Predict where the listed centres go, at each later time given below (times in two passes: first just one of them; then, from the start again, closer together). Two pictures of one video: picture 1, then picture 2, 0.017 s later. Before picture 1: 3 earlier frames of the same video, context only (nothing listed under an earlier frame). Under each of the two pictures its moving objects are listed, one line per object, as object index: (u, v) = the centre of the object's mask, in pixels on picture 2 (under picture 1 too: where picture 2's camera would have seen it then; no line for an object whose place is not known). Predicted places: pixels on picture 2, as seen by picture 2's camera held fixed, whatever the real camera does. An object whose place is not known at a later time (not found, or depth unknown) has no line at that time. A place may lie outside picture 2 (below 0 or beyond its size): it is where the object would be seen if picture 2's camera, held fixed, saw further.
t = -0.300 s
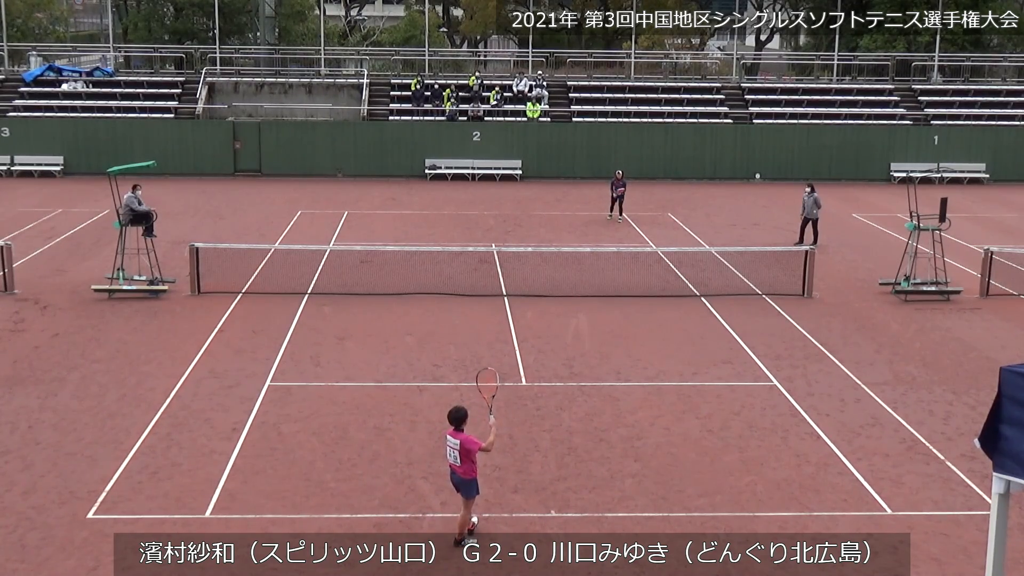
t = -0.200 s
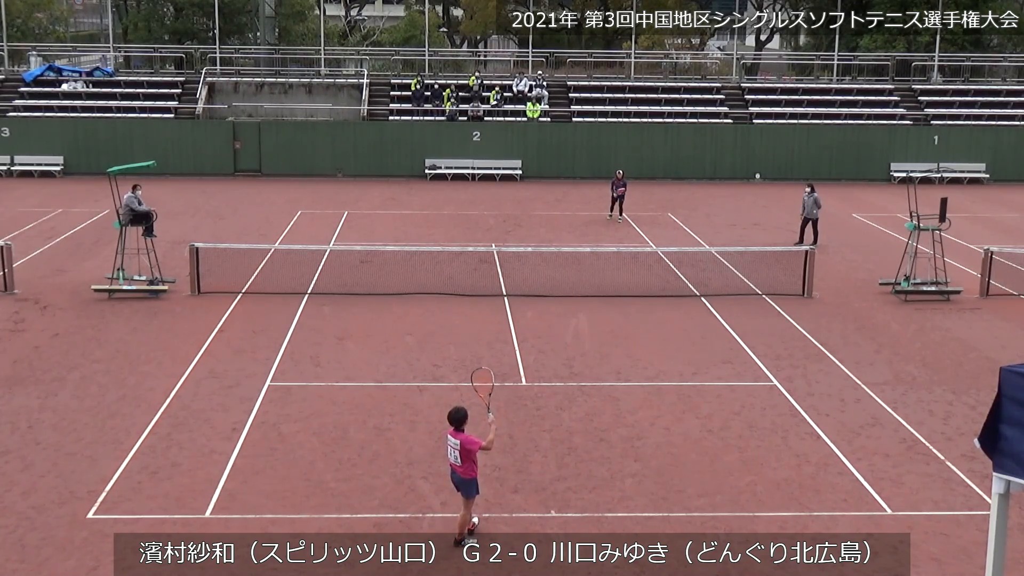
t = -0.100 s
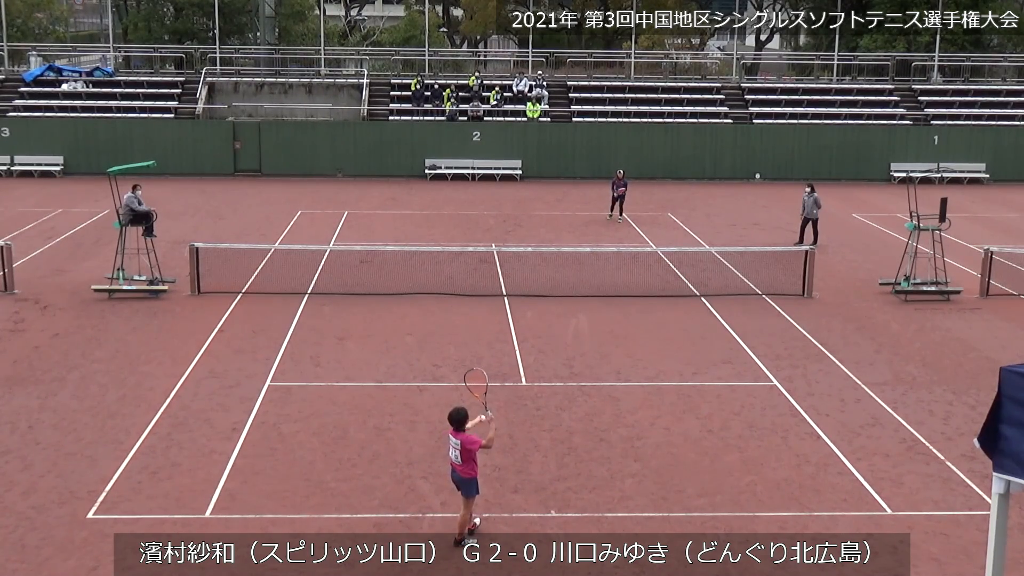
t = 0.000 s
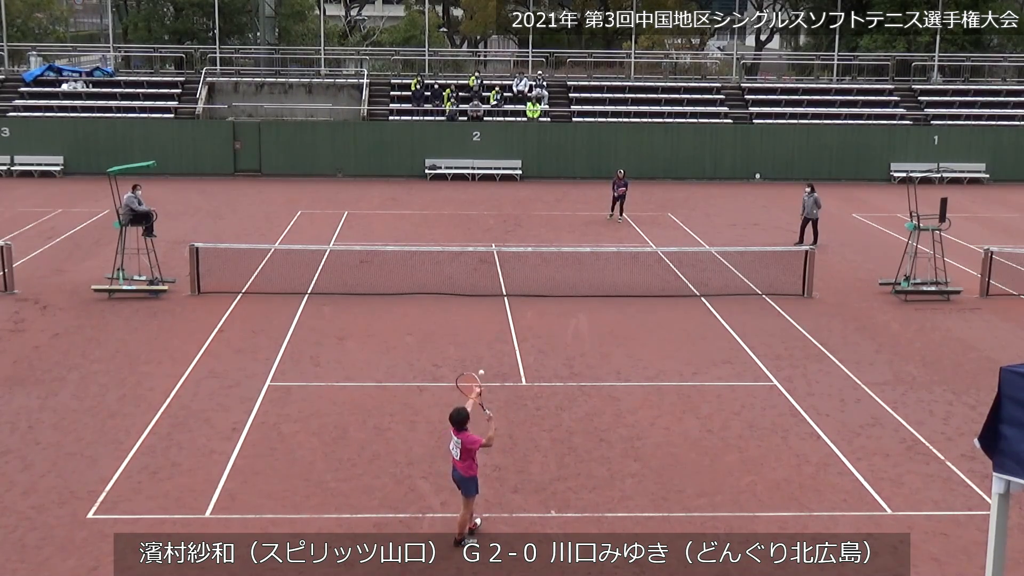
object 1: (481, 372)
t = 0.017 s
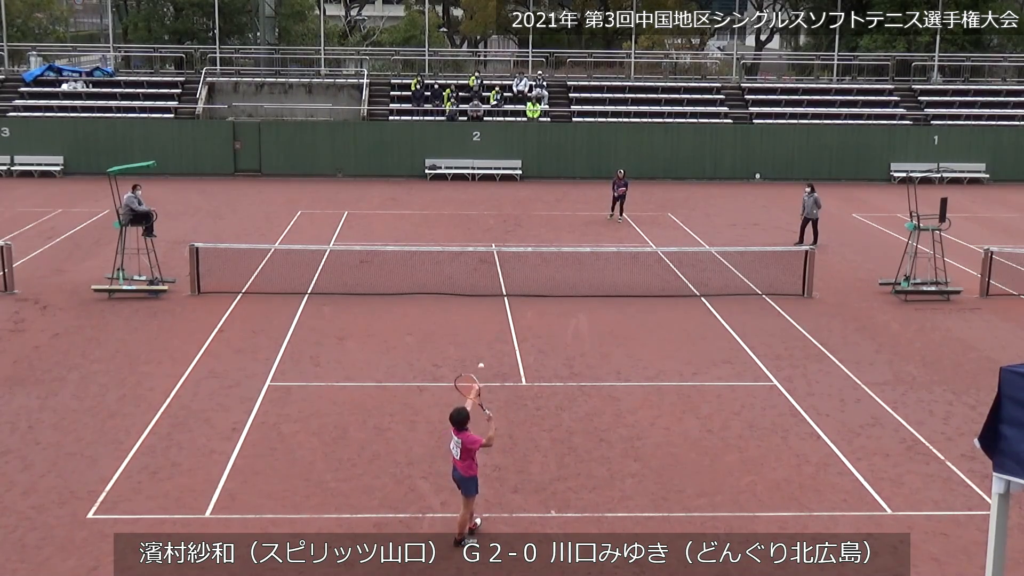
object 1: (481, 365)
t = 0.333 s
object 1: (476, 278)
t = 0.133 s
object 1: (479, 325)
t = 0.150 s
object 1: (479, 319)
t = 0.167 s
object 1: (479, 315)
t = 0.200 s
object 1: (478, 306)
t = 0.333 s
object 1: (476, 278)
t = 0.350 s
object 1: (475, 275)
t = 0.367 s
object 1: (475, 274)
